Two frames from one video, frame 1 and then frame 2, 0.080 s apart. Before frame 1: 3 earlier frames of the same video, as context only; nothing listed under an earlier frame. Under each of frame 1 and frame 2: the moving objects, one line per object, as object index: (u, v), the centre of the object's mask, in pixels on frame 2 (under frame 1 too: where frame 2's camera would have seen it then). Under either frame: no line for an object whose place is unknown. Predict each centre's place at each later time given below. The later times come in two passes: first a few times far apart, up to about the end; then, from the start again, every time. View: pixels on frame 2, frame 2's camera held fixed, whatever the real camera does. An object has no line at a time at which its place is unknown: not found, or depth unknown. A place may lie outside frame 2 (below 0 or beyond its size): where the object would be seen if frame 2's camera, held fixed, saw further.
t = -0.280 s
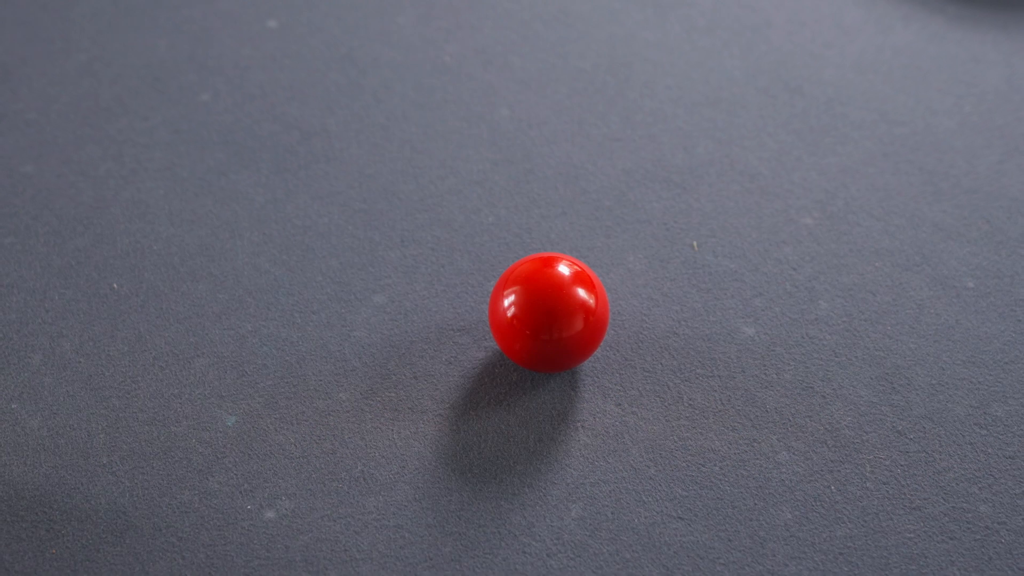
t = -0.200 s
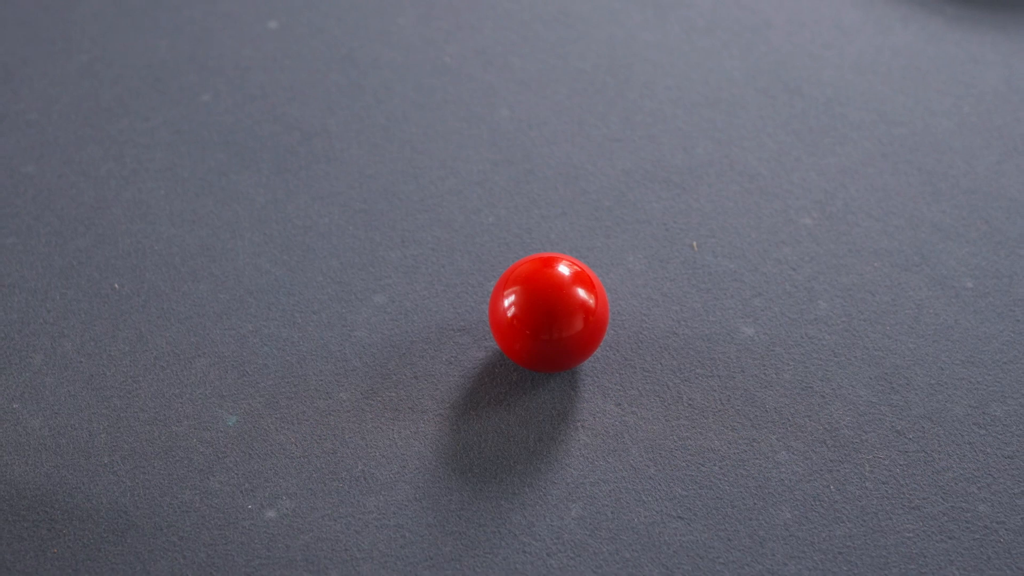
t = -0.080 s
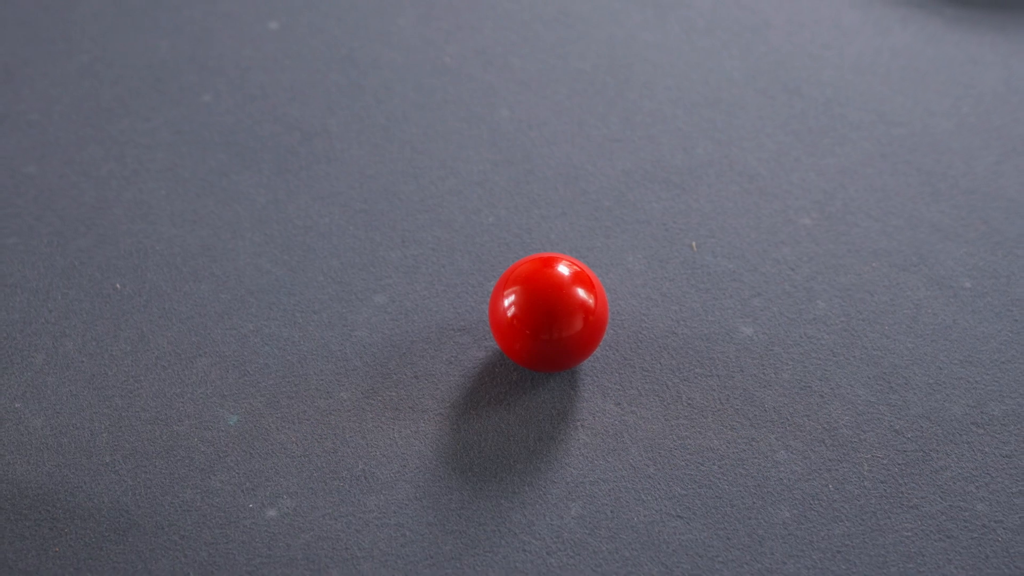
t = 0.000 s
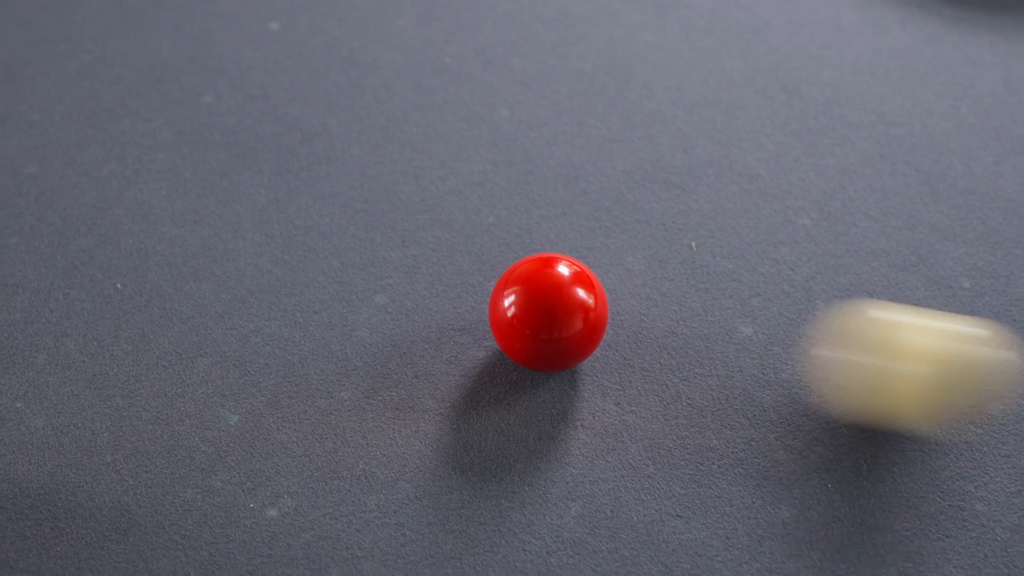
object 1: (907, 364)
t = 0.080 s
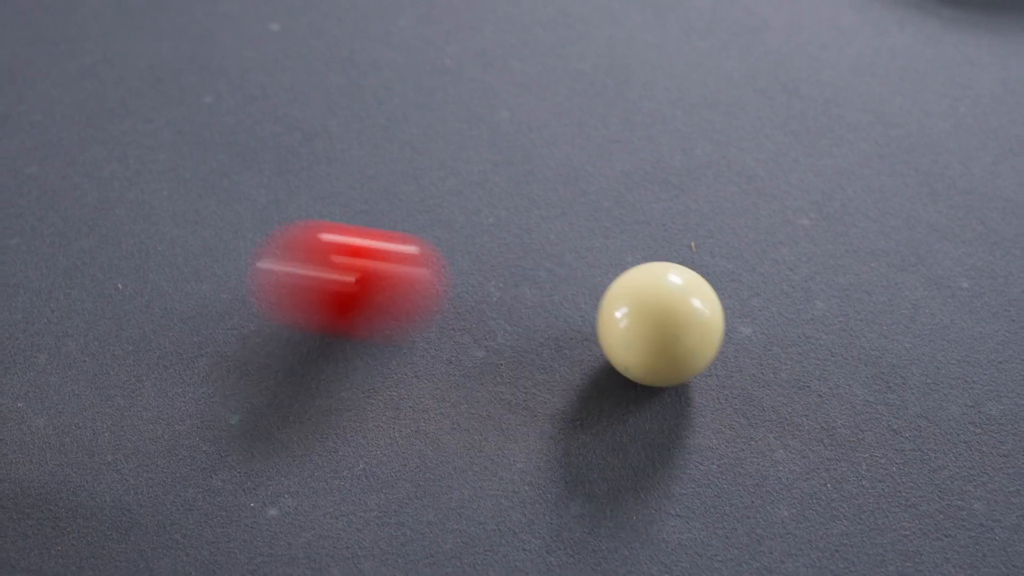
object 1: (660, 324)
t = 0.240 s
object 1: (622, 305)
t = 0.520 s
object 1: (572, 277)
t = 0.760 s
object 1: (546, 262)
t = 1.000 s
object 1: (530, 255)
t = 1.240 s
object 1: (524, 254)
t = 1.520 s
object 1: (526, 255)
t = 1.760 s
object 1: (526, 254)
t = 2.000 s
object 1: (526, 254)
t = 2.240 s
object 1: (526, 255)
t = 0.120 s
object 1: (650, 319)
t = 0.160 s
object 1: (640, 314)
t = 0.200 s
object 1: (630, 309)
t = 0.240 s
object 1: (622, 305)
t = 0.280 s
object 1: (614, 300)
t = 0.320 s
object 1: (605, 296)
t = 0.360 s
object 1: (598, 292)
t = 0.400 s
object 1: (591, 288)
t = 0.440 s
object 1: (584, 284)
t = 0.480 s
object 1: (578, 280)
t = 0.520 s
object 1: (572, 277)
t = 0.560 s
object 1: (567, 274)
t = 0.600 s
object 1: (562, 271)
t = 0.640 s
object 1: (557, 268)
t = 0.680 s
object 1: (554, 265)
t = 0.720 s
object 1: (550, 263)
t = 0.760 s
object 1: (546, 262)
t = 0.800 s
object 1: (543, 260)
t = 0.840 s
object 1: (539, 259)
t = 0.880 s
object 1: (537, 257)
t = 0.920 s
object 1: (535, 256)
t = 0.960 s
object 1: (532, 256)
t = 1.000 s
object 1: (530, 255)
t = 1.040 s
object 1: (528, 254)
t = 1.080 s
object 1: (526, 254)
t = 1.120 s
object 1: (525, 254)
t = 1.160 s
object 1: (524, 254)
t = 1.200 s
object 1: (524, 254)
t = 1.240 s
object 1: (524, 254)
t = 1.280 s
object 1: (525, 254)
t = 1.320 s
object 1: (526, 254)
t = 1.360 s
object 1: (526, 255)
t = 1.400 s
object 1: (526, 255)
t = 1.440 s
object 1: (526, 255)
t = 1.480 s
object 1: (526, 255)
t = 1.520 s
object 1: (526, 255)
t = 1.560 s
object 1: (526, 255)
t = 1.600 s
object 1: (526, 255)
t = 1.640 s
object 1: (526, 255)
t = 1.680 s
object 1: (526, 255)
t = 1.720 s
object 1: (526, 254)
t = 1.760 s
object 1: (526, 254)
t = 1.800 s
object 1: (526, 255)
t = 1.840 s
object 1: (526, 255)
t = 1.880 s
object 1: (526, 255)
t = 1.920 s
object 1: (526, 255)
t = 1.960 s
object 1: (526, 254)
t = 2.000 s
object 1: (526, 254)
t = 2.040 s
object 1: (526, 255)
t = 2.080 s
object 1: (526, 255)
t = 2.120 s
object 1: (526, 255)
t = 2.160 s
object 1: (526, 255)
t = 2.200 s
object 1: (526, 255)
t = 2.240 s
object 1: (526, 255)
